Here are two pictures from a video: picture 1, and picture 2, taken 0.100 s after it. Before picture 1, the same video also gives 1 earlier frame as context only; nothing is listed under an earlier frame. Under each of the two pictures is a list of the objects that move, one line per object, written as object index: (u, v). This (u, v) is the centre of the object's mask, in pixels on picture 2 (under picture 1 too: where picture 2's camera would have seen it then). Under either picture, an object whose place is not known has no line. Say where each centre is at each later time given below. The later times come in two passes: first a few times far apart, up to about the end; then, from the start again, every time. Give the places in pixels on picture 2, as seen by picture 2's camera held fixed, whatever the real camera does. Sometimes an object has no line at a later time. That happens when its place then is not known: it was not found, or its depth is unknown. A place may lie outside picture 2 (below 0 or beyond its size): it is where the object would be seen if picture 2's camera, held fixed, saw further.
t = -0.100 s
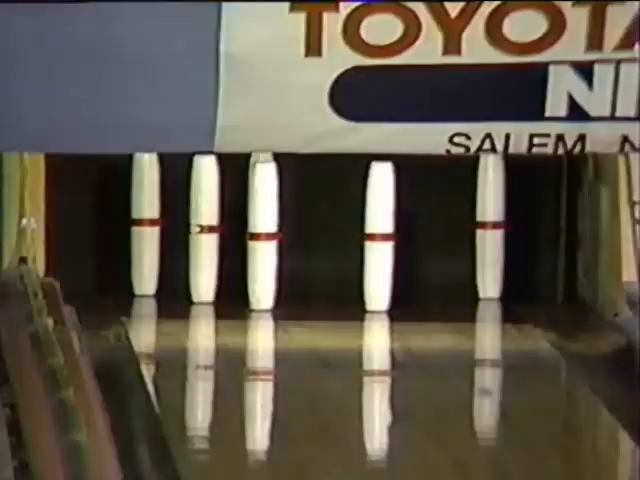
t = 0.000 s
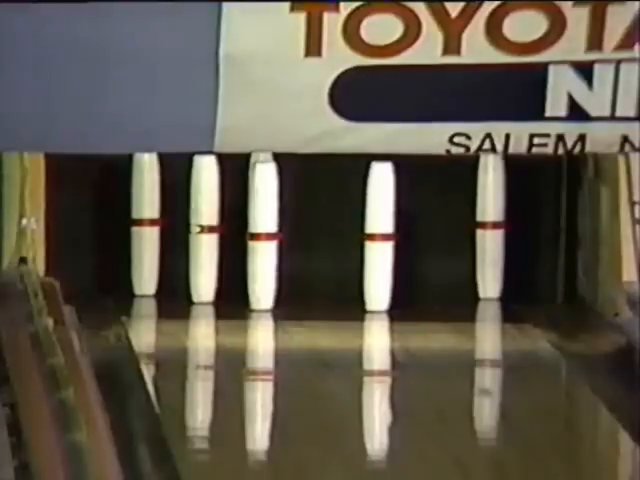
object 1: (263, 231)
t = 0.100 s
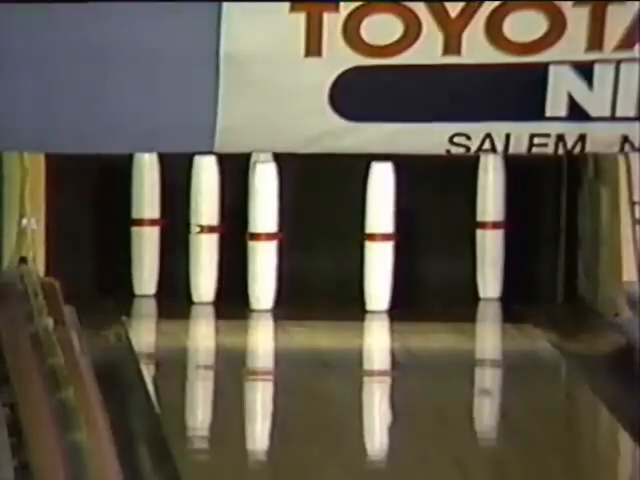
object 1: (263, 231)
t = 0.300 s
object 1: (263, 230)
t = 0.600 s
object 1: (263, 230)
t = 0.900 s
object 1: (261, 216)
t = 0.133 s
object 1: (263, 230)
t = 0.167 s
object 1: (263, 231)
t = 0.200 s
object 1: (263, 230)
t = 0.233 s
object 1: (263, 230)
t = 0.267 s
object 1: (263, 231)
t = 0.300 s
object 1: (263, 230)
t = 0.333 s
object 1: (263, 230)
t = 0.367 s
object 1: (263, 230)
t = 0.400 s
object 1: (263, 230)
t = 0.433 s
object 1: (263, 230)
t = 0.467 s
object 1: (263, 231)
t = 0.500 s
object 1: (263, 230)
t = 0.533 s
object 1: (263, 231)
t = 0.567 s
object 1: (263, 230)
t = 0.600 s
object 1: (263, 230)
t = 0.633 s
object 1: (263, 230)
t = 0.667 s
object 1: (263, 230)
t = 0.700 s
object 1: (263, 230)
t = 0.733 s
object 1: (263, 230)
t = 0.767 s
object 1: (263, 230)
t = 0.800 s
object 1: (263, 229)
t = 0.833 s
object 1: (262, 224)
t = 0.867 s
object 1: (262, 218)
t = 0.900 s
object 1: (261, 216)
